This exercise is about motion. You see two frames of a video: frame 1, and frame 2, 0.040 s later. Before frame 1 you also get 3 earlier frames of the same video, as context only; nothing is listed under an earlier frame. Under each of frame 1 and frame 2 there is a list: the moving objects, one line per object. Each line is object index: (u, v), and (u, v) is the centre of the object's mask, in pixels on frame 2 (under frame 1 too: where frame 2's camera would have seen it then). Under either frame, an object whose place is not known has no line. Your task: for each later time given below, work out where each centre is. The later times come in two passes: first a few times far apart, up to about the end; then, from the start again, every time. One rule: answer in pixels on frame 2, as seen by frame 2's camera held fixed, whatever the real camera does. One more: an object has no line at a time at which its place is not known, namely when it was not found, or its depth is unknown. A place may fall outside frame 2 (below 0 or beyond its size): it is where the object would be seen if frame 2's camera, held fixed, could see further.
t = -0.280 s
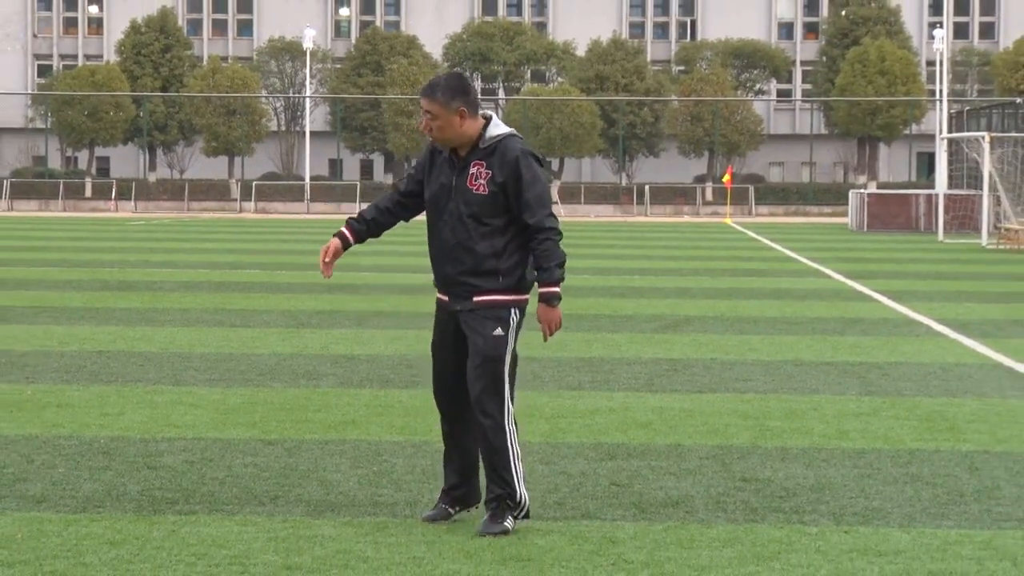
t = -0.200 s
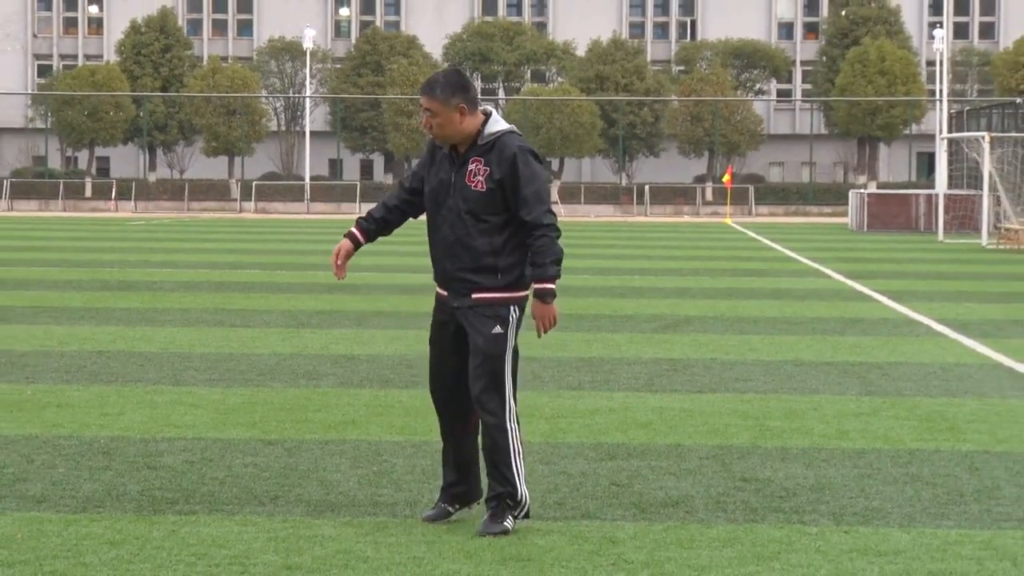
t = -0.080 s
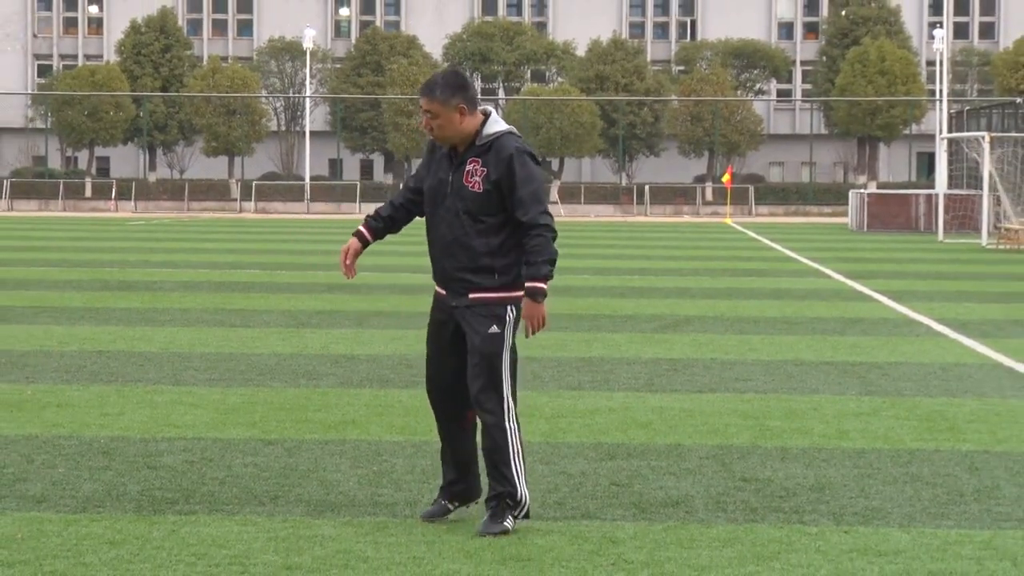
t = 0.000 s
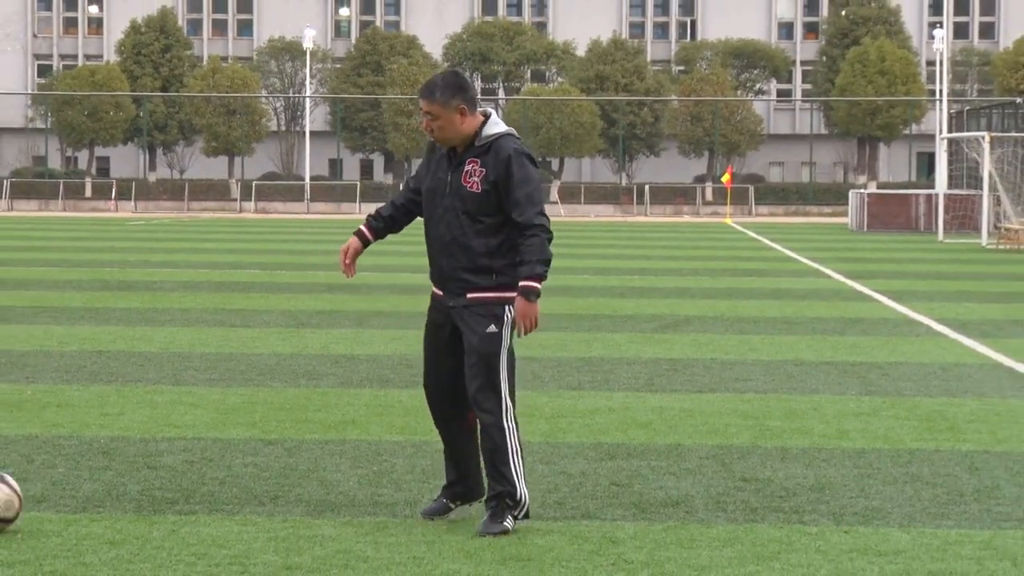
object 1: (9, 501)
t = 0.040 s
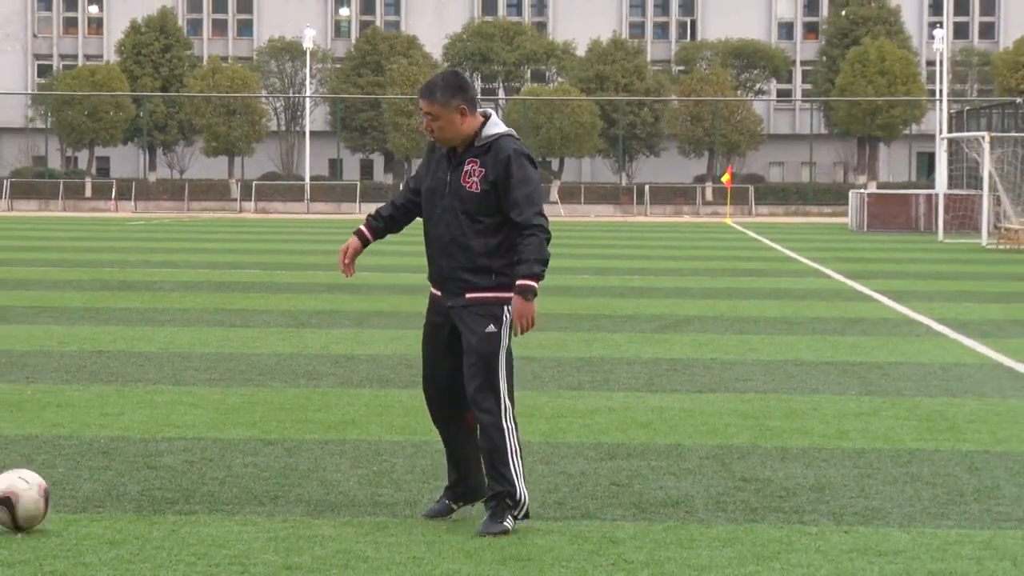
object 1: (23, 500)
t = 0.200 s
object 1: (129, 501)
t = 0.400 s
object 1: (264, 503)
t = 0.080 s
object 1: (47, 502)
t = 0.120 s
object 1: (74, 501)
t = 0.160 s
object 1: (102, 502)
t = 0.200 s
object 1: (129, 501)
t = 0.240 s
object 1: (157, 502)
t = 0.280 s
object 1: (184, 503)
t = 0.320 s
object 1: (211, 502)
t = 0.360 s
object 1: (238, 503)
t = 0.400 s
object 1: (264, 503)
